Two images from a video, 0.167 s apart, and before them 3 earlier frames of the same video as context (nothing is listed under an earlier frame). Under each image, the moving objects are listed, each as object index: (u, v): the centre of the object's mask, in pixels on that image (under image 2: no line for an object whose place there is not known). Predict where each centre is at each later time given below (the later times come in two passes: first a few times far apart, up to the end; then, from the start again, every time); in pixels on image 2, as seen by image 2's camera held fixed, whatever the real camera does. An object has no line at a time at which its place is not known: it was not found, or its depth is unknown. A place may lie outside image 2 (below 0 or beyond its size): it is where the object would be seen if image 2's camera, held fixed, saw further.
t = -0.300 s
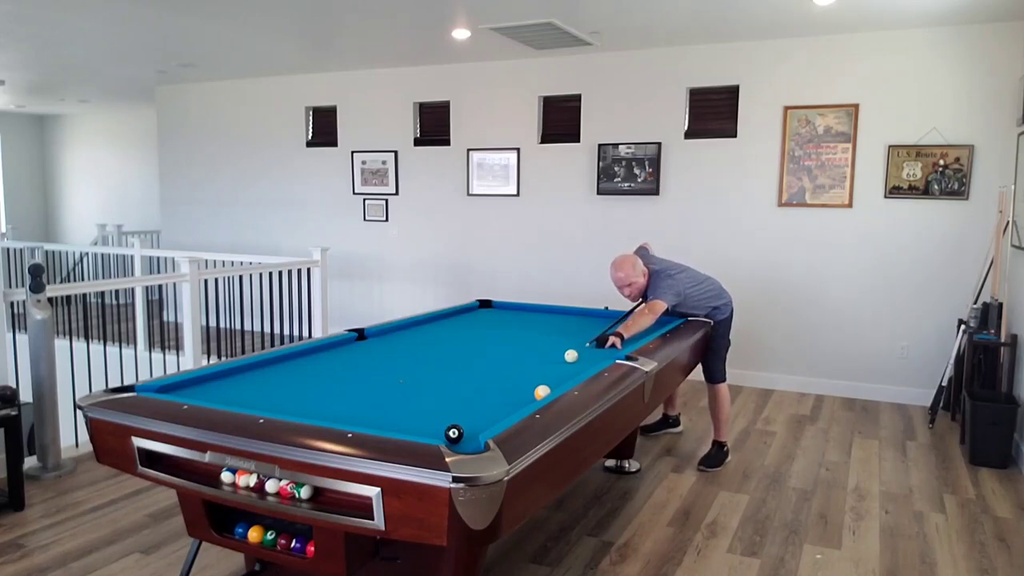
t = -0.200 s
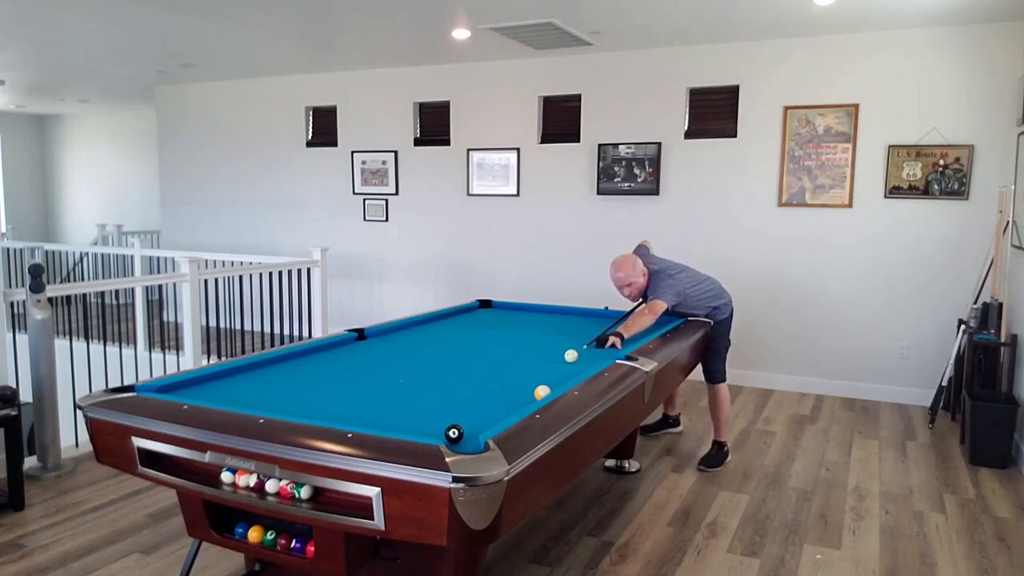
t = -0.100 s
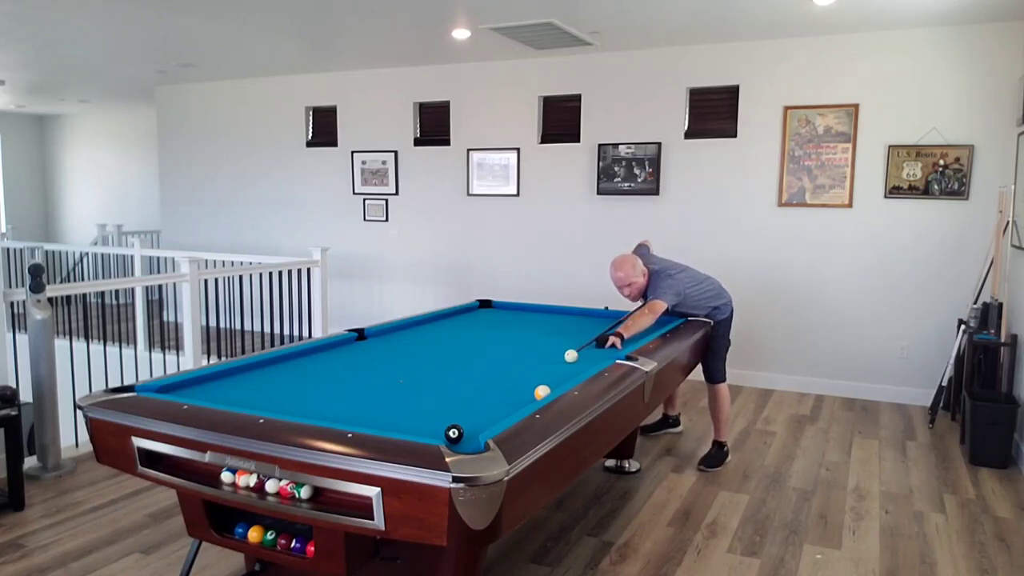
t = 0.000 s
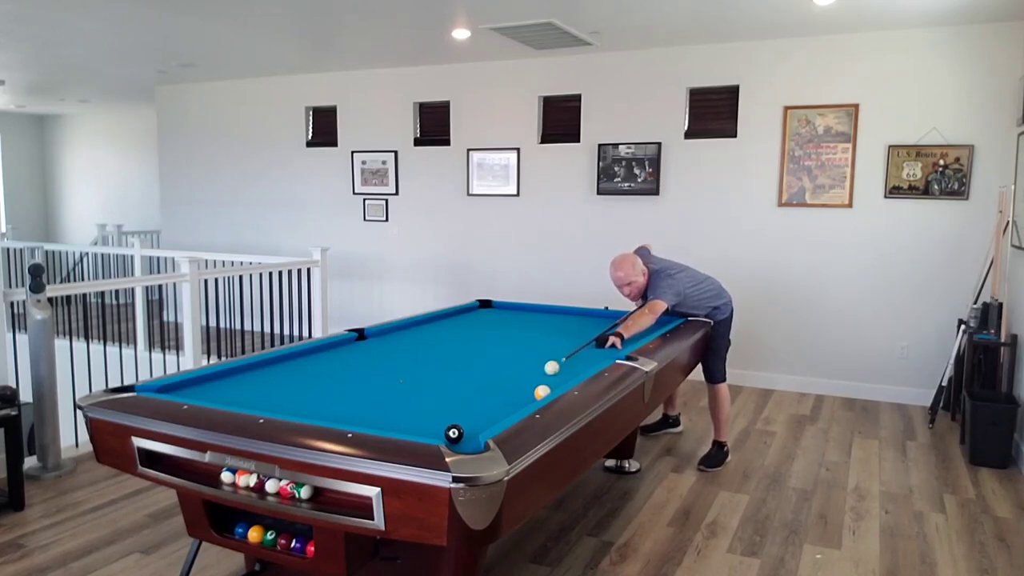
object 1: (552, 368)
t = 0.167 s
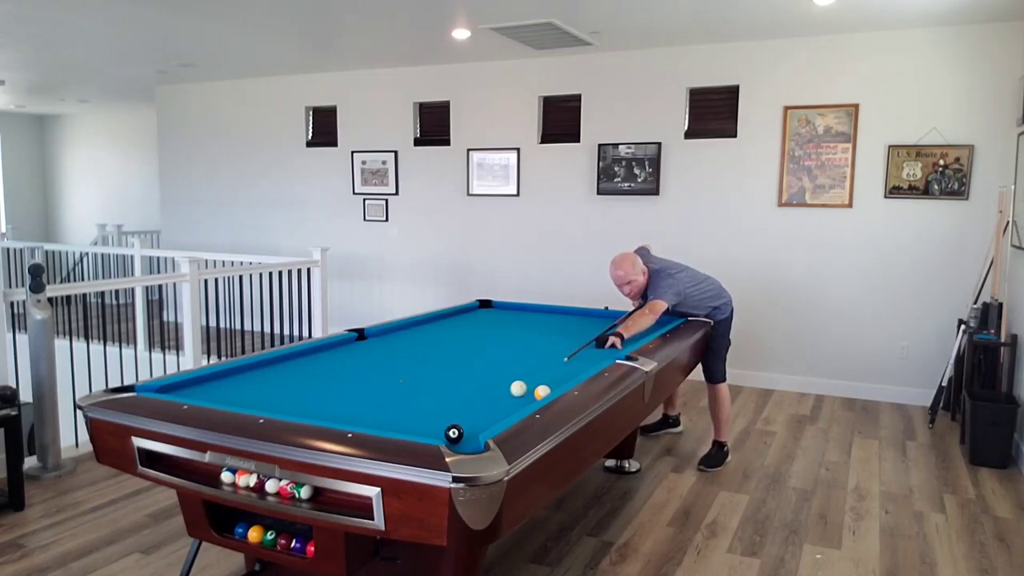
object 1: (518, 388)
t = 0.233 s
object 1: (505, 396)
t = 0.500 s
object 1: (440, 427)
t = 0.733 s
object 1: (389, 425)
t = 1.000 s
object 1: (361, 410)
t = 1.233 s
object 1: (340, 397)
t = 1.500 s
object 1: (320, 385)
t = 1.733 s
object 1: (304, 376)
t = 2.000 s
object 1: (288, 366)
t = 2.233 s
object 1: (276, 359)
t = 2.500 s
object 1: (309, 358)
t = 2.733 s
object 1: (335, 356)
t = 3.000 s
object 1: (363, 355)
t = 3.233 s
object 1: (385, 354)
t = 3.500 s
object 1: (409, 353)
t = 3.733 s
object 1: (428, 352)
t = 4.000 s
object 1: (448, 351)
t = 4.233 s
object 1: (465, 351)
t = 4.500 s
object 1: (482, 350)
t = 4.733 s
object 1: (496, 350)
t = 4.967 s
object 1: (508, 349)
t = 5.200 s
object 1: (519, 349)
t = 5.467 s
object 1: (531, 348)
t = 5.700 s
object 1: (540, 348)
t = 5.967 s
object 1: (550, 348)
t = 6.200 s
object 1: (556, 348)
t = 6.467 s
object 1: (563, 348)
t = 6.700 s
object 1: (568, 348)
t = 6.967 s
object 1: (572, 347)
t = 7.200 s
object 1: (574, 347)
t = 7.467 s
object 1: (575, 347)
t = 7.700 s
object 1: (575, 347)
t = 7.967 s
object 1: (575, 347)
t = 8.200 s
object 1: (575, 347)
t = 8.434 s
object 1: (575, 347)
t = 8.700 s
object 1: (575, 347)
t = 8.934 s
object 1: (575, 347)
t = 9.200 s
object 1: (575, 347)
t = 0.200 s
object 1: (511, 392)
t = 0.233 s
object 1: (505, 396)
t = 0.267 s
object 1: (498, 401)
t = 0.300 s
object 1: (490, 405)
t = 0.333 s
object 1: (483, 410)
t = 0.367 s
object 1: (475, 414)
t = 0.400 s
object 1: (467, 419)
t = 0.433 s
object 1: (460, 421)
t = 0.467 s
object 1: (448, 424)
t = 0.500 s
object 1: (440, 427)
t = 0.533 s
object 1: (431, 428)
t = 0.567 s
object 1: (422, 429)
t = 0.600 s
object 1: (413, 429)
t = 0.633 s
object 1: (404, 429)
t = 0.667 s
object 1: (397, 429)
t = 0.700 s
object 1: (393, 427)
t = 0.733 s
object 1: (389, 425)
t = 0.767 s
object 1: (386, 424)
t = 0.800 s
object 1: (382, 422)
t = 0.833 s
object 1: (378, 420)
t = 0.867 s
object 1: (374, 418)
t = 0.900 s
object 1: (371, 416)
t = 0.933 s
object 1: (368, 414)
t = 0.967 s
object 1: (364, 412)
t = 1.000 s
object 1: (361, 410)
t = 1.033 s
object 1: (358, 408)
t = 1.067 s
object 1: (355, 406)
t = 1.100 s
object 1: (352, 404)
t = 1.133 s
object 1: (349, 402)
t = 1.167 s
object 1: (346, 401)
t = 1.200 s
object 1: (343, 399)
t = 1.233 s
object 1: (340, 397)
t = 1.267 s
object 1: (338, 396)
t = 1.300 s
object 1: (335, 394)
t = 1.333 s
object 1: (332, 393)
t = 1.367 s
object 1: (330, 391)
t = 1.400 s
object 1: (327, 389)
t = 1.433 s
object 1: (325, 388)
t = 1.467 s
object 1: (322, 387)
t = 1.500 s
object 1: (320, 385)
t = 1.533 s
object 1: (317, 384)
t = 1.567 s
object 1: (315, 382)
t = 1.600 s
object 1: (313, 381)
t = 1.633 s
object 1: (310, 380)
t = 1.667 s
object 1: (308, 378)
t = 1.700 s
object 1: (306, 377)
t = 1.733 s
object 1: (304, 376)
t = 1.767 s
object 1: (302, 375)
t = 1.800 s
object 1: (300, 373)
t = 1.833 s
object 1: (298, 372)
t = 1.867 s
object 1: (296, 371)
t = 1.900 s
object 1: (293, 370)
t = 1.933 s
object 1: (292, 369)
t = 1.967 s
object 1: (290, 367)
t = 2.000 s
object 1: (288, 366)
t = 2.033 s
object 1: (286, 365)
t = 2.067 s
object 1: (284, 364)
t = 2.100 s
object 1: (282, 363)
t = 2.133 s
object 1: (280, 362)
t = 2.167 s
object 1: (279, 361)
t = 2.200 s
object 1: (277, 360)
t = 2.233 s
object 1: (276, 359)
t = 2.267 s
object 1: (280, 359)
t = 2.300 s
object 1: (284, 359)
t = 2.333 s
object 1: (289, 359)
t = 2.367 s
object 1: (293, 359)
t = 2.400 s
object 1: (297, 358)
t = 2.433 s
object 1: (301, 358)
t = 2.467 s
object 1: (305, 358)
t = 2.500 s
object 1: (309, 358)
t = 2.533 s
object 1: (312, 358)
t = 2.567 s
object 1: (316, 357)
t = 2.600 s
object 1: (320, 357)
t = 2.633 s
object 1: (324, 357)
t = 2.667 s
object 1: (328, 357)
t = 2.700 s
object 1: (331, 357)
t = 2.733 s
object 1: (335, 356)
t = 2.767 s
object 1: (339, 356)
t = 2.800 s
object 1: (342, 356)
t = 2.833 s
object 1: (346, 356)
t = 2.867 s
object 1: (349, 356)
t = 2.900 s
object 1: (353, 356)
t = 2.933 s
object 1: (356, 356)
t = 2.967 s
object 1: (360, 356)
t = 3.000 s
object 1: (363, 355)
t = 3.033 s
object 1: (366, 355)
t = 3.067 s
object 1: (370, 355)
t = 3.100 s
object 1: (373, 355)
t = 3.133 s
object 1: (376, 355)
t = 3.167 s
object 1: (379, 355)
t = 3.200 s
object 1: (382, 354)
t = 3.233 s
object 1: (385, 354)
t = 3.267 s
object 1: (389, 354)
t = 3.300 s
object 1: (392, 354)
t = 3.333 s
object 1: (395, 354)
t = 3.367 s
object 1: (398, 354)
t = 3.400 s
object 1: (401, 353)
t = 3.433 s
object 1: (404, 353)
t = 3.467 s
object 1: (406, 353)
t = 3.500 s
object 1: (409, 353)
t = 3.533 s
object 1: (412, 353)
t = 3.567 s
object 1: (415, 353)
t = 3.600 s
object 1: (418, 353)
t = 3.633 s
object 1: (420, 353)
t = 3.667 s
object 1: (423, 353)
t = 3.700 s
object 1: (426, 353)
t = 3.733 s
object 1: (428, 352)
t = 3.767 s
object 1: (431, 352)
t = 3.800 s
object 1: (433, 352)
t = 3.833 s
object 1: (436, 352)
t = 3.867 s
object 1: (439, 352)
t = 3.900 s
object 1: (441, 352)
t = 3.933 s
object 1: (444, 352)
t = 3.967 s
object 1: (446, 352)
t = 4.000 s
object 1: (448, 351)
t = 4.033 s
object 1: (451, 351)
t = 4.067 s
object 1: (453, 351)
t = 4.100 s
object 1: (456, 351)
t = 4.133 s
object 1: (458, 351)
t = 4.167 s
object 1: (460, 351)
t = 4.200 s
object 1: (462, 351)
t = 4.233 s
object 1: (465, 351)
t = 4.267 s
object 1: (467, 351)
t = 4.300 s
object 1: (469, 351)
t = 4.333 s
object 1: (471, 350)
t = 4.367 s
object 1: (474, 350)
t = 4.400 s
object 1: (476, 350)
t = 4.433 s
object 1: (478, 350)
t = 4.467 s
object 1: (480, 350)
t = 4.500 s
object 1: (482, 350)
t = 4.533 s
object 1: (484, 350)
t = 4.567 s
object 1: (486, 350)
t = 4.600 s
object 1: (488, 350)
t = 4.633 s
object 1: (490, 350)
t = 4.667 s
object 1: (492, 350)
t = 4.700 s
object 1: (494, 350)
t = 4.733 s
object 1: (496, 350)
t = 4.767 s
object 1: (497, 349)
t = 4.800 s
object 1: (499, 349)
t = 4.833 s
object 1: (501, 349)
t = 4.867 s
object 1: (503, 349)
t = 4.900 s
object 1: (504, 349)
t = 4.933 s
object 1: (506, 349)
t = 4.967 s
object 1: (508, 349)
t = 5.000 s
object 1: (510, 349)
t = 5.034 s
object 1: (511, 349)
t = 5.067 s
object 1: (513, 349)
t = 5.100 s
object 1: (515, 349)
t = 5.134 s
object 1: (516, 349)
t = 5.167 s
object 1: (518, 349)
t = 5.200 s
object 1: (519, 349)
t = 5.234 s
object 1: (521, 349)
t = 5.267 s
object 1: (522, 349)
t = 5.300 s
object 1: (524, 349)
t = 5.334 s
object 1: (525, 348)
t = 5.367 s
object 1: (527, 348)
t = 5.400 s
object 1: (528, 348)
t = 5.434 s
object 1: (530, 348)
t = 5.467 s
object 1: (531, 348)
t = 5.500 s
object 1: (532, 348)
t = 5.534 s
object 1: (534, 348)
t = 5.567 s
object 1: (535, 348)
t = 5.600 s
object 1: (537, 348)
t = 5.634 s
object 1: (538, 348)
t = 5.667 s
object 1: (539, 348)
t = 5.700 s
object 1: (540, 348)
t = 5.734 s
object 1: (542, 348)
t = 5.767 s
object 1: (543, 348)
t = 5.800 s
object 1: (544, 348)
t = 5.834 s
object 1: (545, 348)
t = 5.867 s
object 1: (546, 348)
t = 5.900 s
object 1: (547, 348)
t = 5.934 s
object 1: (548, 348)
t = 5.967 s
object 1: (550, 348)
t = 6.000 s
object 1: (551, 348)
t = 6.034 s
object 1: (551, 348)
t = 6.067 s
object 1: (553, 348)
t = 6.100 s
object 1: (554, 348)
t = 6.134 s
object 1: (554, 348)
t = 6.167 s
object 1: (555, 348)
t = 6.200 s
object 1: (556, 348)
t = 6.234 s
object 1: (557, 348)
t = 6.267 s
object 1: (558, 348)
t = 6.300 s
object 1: (559, 348)
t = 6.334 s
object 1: (560, 348)
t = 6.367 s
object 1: (561, 348)
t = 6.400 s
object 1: (561, 348)
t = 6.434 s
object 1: (562, 348)
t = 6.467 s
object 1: (563, 348)
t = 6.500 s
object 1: (564, 348)
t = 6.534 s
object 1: (564, 348)
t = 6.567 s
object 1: (565, 348)
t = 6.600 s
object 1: (566, 348)
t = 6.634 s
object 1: (566, 348)
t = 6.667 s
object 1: (567, 348)
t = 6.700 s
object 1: (568, 348)
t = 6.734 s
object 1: (568, 348)
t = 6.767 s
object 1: (569, 348)
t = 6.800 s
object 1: (569, 348)
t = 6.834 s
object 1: (570, 348)
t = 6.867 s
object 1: (570, 348)
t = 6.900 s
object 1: (571, 348)
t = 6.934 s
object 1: (571, 348)
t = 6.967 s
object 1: (572, 347)
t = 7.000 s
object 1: (572, 347)
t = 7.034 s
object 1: (573, 347)
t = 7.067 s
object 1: (573, 347)
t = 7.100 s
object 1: (573, 347)
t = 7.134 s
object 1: (574, 347)
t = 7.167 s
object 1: (574, 347)
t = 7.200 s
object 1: (574, 347)
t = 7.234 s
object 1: (574, 347)
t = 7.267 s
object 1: (575, 347)
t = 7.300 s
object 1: (575, 347)
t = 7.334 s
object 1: (575, 347)
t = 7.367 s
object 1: (575, 347)
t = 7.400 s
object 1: (575, 347)
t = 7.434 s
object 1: (575, 347)
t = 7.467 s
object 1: (575, 347)
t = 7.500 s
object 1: (575, 347)
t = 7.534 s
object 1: (575, 347)
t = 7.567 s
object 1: (575, 347)
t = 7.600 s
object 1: (575, 347)
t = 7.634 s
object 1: (575, 347)
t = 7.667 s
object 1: (575, 347)
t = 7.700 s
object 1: (575, 347)
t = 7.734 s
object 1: (575, 347)
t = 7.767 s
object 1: (575, 347)
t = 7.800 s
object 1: (575, 347)
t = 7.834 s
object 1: (575, 347)
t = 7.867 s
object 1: (575, 347)
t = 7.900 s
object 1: (575, 347)
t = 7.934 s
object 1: (575, 347)
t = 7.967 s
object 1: (575, 347)
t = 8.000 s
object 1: (575, 347)
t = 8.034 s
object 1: (575, 347)
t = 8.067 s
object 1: (575, 347)
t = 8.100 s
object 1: (575, 347)
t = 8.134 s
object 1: (575, 347)
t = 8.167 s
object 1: (575, 347)
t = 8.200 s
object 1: (575, 347)
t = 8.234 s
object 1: (575, 347)
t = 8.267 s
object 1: (575, 347)
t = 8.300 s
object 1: (575, 347)
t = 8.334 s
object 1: (575, 347)
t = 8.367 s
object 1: (575, 347)
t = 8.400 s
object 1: (575, 347)
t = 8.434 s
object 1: (575, 347)
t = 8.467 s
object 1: (575, 347)
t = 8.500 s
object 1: (575, 347)
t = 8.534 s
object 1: (575, 347)
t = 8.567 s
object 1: (575, 347)
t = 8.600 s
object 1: (575, 347)
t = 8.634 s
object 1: (575, 347)
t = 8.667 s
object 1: (575, 347)
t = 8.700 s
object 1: (575, 347)
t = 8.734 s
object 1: (575, 347)
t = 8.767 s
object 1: (575, 347)
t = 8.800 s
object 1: (575, 347)
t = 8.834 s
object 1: (575, 347)
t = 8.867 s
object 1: (575, 347)
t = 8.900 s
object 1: (575, 347)
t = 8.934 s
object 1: (575, 347)
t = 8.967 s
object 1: (575, 347)
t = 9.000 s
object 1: (575, 347)
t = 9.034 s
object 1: (575, 347)
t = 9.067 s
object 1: (575, 347)
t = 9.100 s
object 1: (575, 347)
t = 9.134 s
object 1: (575, 347)
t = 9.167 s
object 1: (575, 347)
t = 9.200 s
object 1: (575, 347)
